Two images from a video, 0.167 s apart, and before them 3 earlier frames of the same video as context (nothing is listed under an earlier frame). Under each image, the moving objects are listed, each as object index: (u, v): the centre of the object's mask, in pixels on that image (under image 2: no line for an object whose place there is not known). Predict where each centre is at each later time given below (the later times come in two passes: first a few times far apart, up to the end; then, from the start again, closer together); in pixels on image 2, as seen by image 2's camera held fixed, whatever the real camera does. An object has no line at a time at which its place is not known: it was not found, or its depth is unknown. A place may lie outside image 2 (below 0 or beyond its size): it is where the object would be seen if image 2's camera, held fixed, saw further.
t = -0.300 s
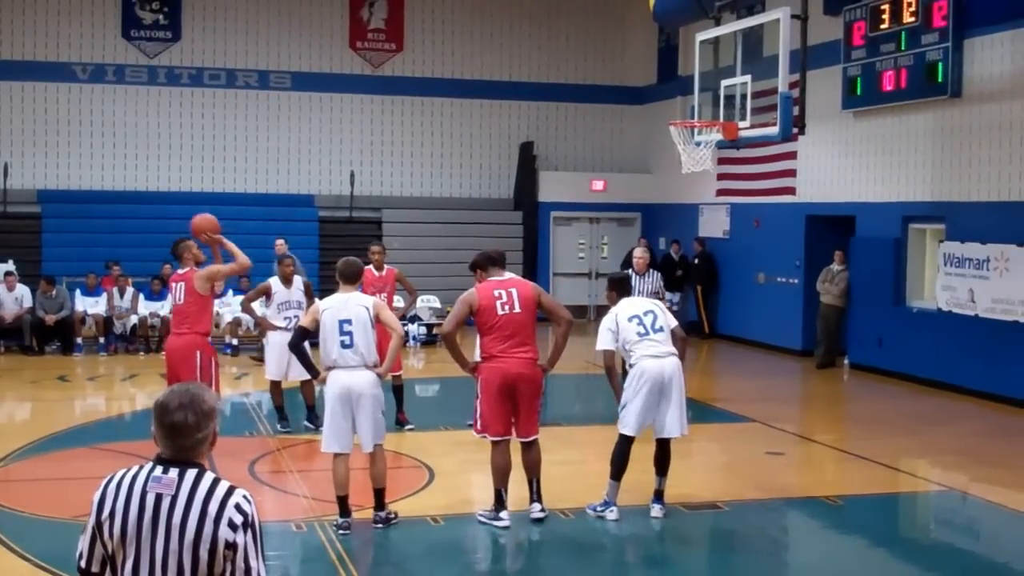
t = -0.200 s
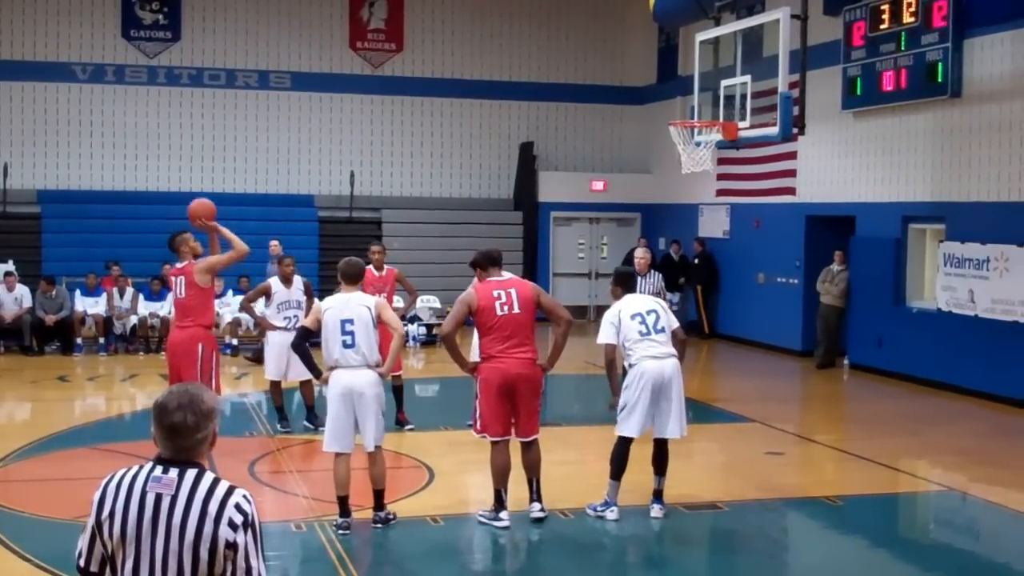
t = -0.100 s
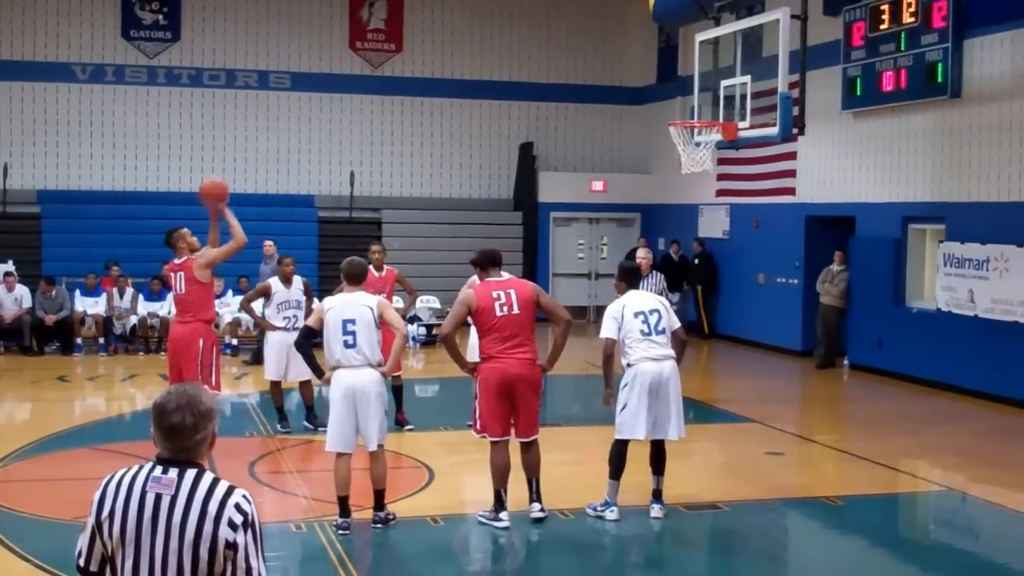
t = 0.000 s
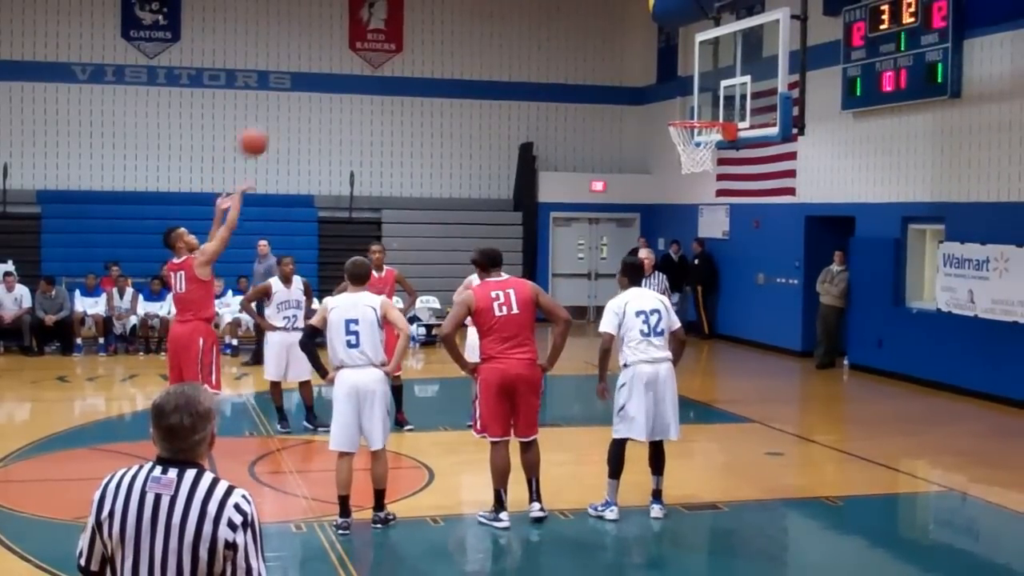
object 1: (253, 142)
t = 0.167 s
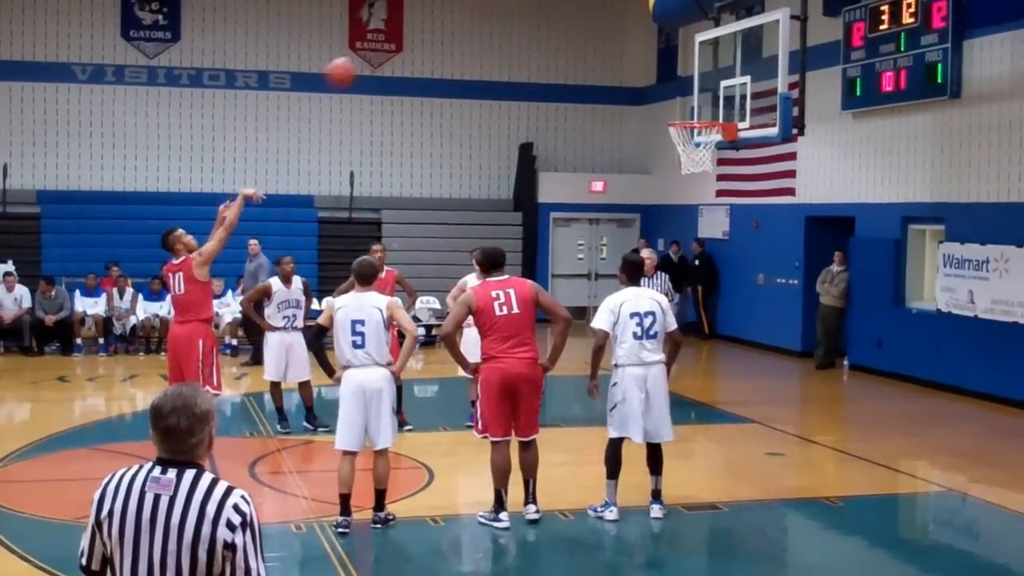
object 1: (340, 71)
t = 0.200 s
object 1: (358, 61)
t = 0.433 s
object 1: (475, 29)
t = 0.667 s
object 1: (584, 56)
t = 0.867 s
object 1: (656, 111)
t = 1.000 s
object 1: (616, 97)
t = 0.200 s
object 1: (358, 61)
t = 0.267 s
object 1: (392, 46)
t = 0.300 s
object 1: (408, 40)
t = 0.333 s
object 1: (426, 35)
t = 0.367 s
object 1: (443, 32)
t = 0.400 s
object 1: (458, 30)
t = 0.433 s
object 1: (475, 29)
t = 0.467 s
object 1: (491, 29)
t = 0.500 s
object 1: (507, 31)
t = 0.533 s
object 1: (522, 33)
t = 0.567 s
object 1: (538, 37)
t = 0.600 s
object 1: (553, 42)
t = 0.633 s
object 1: (568, 48)
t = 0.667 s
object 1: (584, 56)
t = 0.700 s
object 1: (599, 64)
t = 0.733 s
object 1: (613, 74)
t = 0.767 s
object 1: (628, 85)
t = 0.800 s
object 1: (644, 97)
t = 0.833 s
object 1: (658, 110)
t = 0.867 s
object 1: (656, 111)
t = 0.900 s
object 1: (646, 106)
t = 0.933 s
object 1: (636, 102)
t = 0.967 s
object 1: (626, 99)
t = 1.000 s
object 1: (616, 97)
